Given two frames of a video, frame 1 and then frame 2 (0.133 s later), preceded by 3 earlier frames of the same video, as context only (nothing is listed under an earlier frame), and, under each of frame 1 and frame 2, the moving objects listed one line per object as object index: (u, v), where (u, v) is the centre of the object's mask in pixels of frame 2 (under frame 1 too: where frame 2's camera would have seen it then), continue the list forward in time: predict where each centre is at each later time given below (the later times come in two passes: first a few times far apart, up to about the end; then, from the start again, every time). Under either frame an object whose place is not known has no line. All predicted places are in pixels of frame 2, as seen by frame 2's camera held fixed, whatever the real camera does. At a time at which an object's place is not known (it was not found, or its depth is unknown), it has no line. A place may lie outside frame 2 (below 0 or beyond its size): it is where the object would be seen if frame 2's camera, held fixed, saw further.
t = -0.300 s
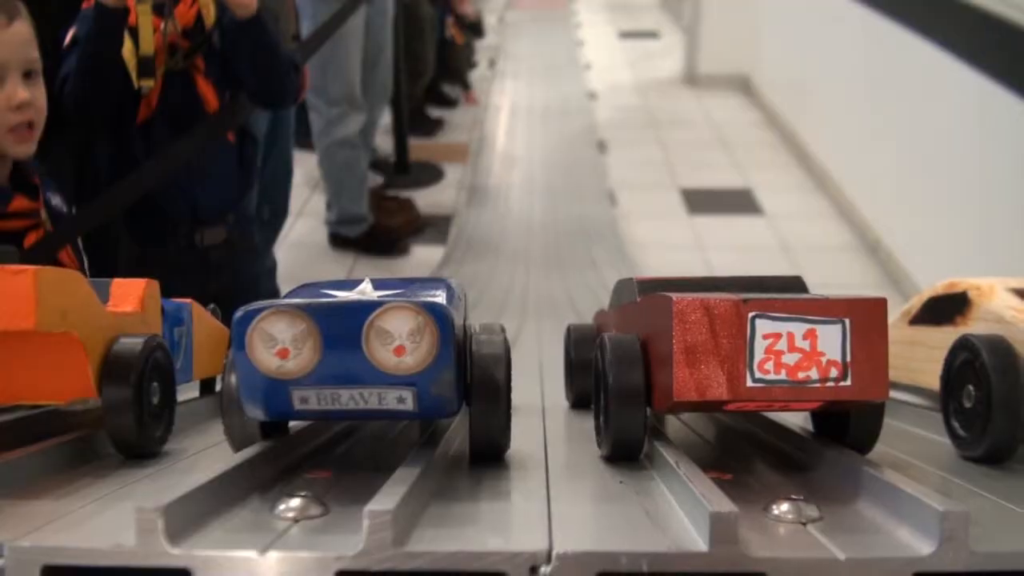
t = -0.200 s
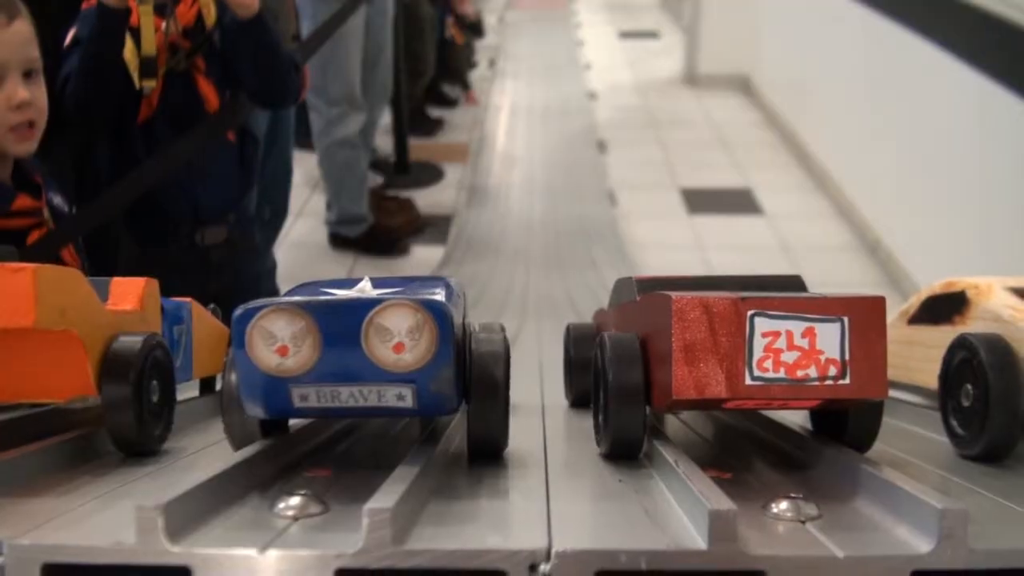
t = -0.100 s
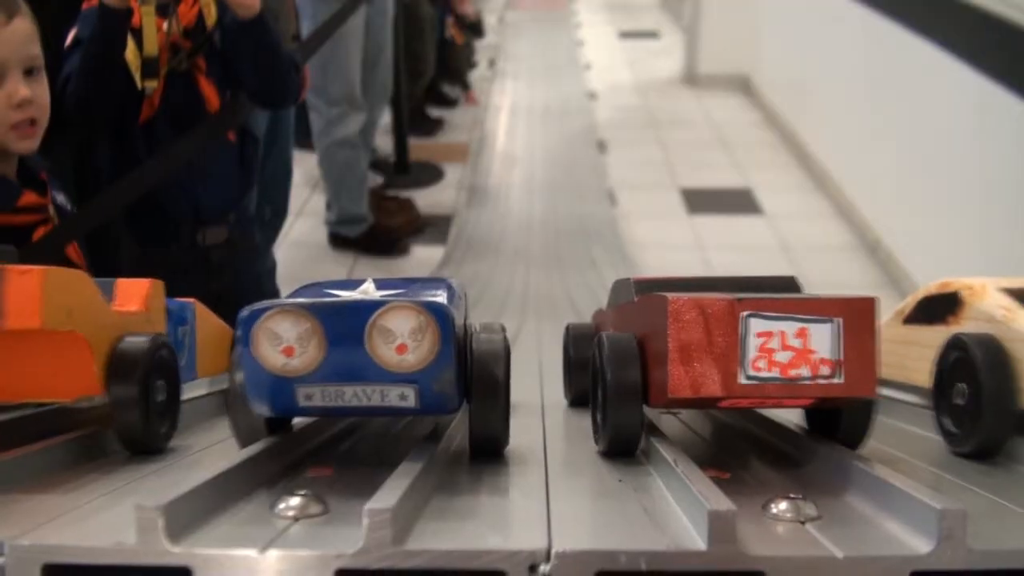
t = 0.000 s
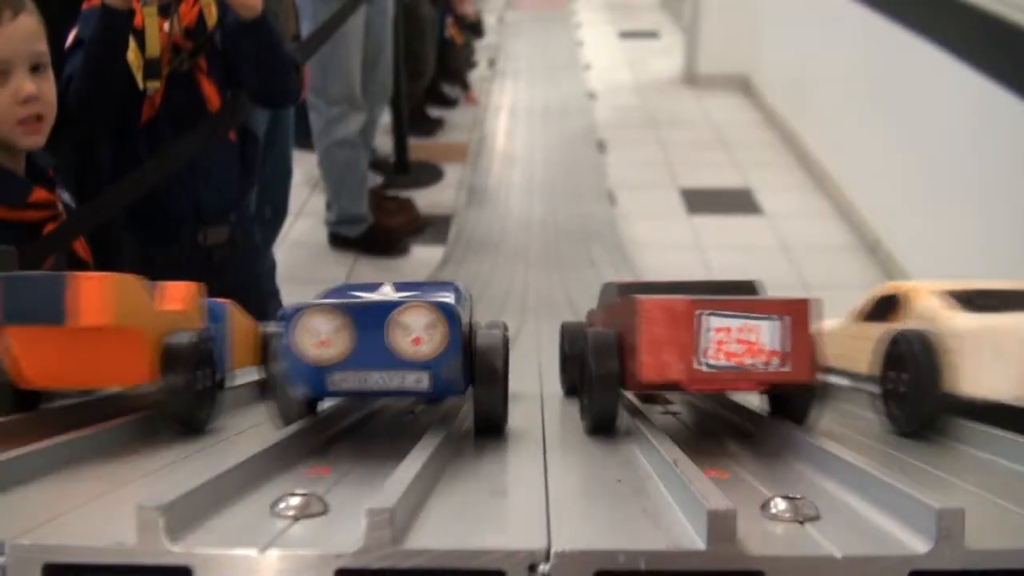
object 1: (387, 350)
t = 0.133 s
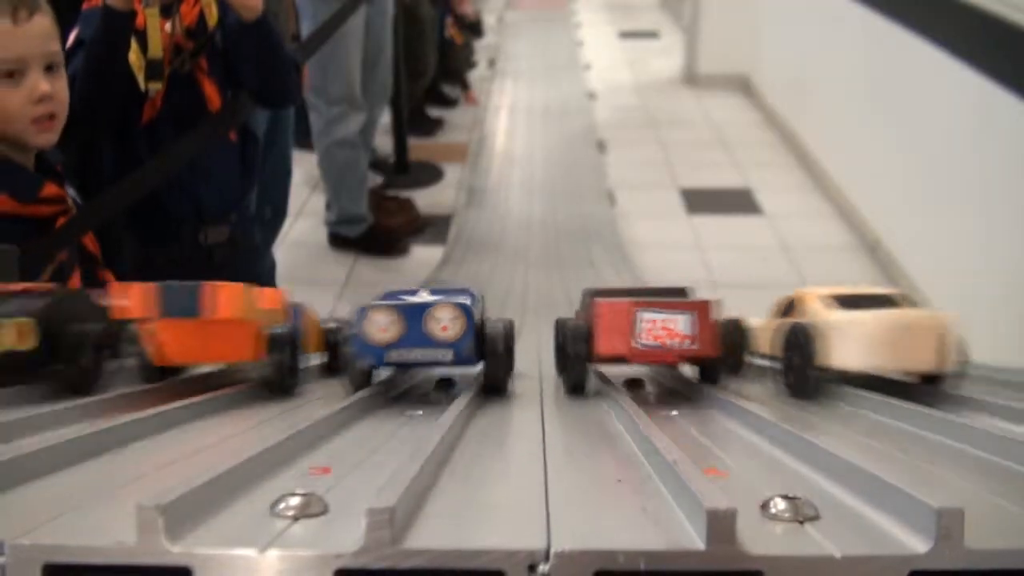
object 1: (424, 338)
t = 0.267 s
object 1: (465, 326)
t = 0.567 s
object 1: (504, 306)
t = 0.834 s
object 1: (518, 269)
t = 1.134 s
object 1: (526, 193)
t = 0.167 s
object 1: (439, 333)
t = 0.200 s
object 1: (449, 330)
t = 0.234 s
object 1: (453, 329)
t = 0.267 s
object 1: (465, 326)
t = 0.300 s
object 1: (472, 324)
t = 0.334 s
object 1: (478, 322)
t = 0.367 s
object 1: (482, 320)
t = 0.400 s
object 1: (487, 318)
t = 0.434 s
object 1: (492, 316)
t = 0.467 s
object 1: (496, 314)
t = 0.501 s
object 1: (499, 311)
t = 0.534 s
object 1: (501, 309)
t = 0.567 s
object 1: (504, 306)
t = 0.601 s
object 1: (507, 303)
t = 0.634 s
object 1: (508, 299)
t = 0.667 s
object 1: (510, 296)
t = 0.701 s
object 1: (512, 292)
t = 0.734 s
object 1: (514, 287)
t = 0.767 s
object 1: (515, 282)
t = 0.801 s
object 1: (517, 276)
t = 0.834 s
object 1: (518, 269)
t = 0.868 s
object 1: (519, 262)
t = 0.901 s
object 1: (520, 255)
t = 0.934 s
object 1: (521, 248)
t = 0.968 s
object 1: (522, 239)
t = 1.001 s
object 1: (522, 231)
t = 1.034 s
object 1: (523, 221)
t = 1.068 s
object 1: (524, 212)
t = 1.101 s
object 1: (525, 202)
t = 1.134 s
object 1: (526, 193)
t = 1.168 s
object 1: (526, 183)
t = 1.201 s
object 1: (526, 173)
